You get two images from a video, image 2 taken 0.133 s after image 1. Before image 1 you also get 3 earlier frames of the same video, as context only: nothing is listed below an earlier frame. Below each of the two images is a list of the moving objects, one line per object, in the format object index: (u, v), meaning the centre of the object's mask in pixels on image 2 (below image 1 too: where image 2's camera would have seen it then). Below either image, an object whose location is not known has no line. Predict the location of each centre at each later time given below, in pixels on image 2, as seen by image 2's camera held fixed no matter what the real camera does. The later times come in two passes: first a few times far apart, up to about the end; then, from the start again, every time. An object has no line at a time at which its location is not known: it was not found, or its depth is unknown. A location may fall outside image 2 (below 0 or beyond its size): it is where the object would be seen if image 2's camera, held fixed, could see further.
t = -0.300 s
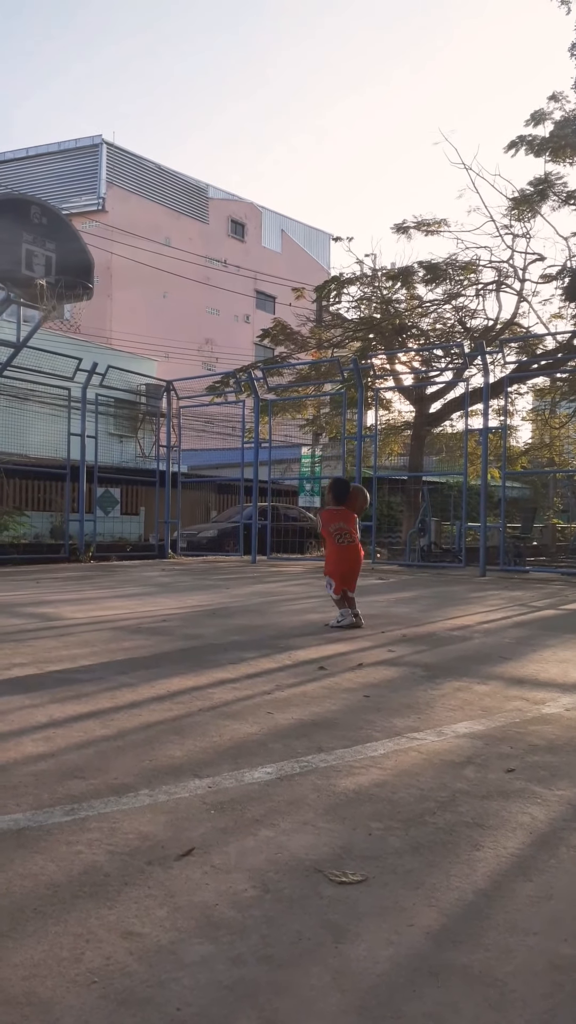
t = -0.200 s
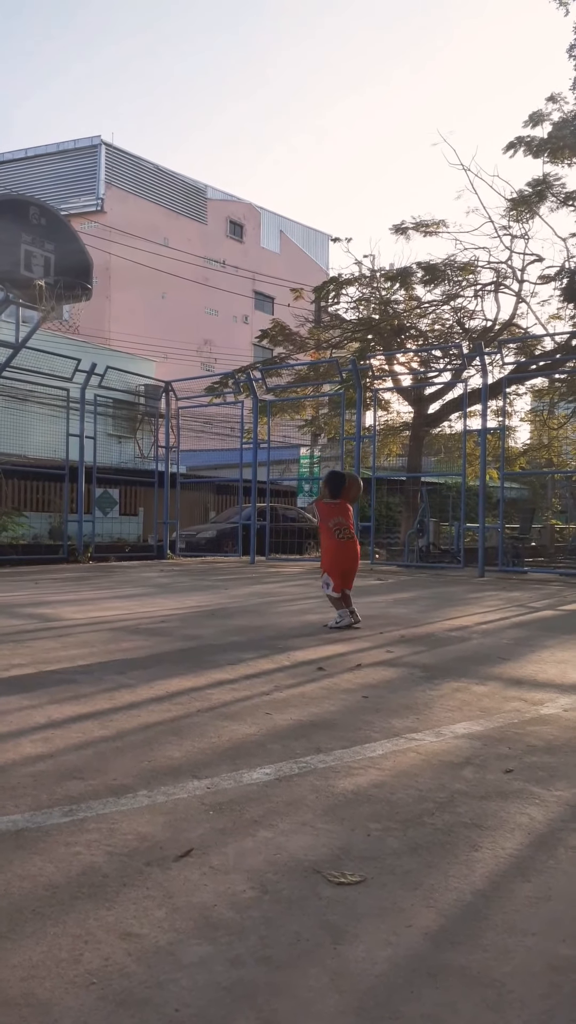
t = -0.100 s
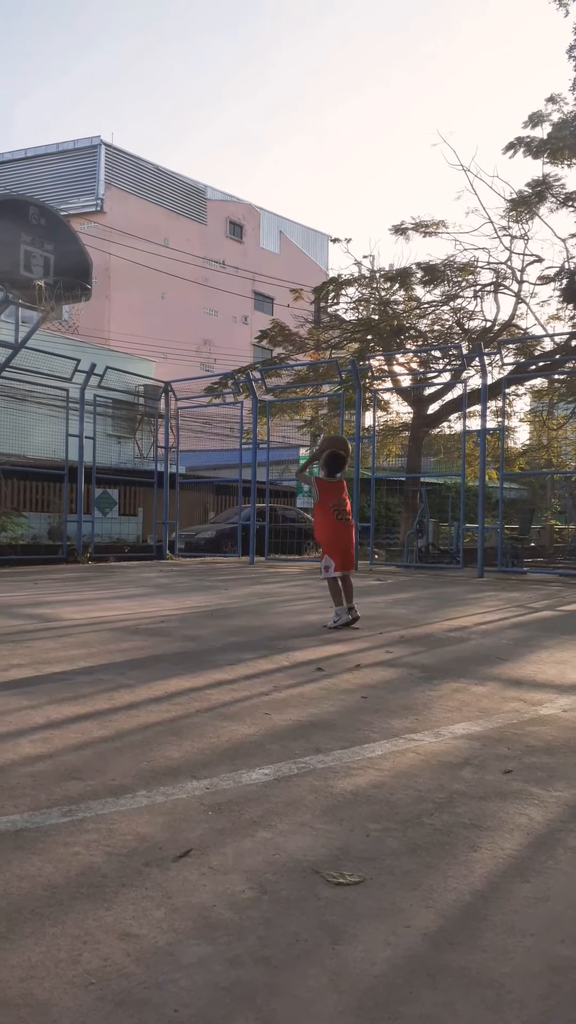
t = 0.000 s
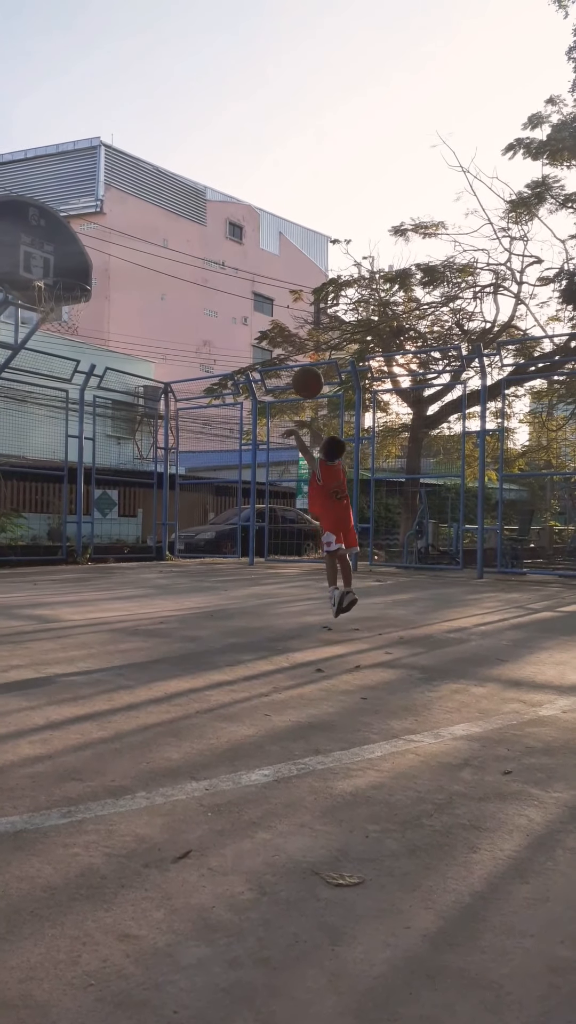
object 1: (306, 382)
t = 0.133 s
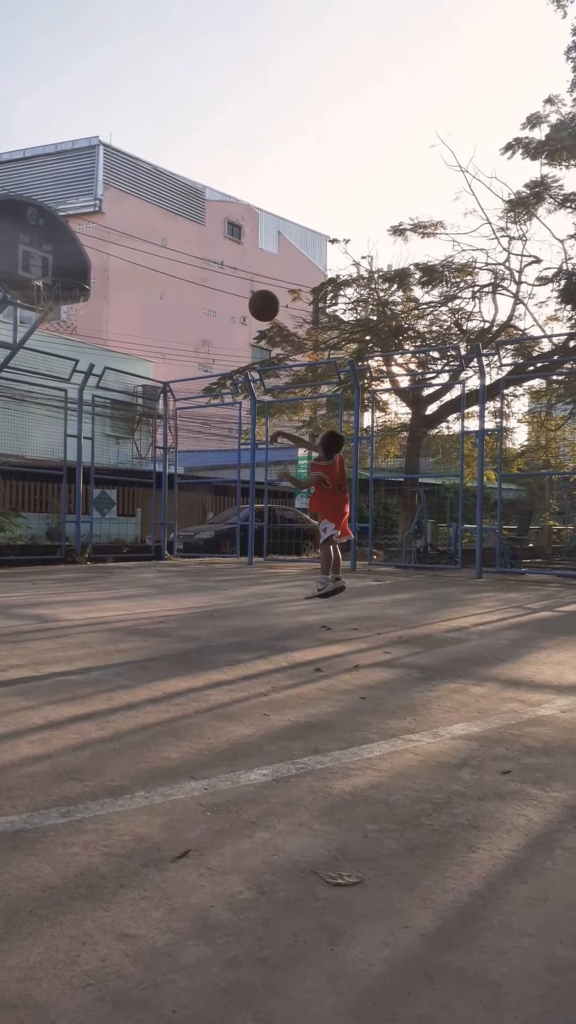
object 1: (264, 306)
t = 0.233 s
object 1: (233, 266)
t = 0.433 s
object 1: (175, 230)
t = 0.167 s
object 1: (254, 291)
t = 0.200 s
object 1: (243, 278)
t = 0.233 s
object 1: (233, 266)
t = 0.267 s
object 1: (223, 257)
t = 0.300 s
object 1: (213, 248)
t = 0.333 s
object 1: (204, 242)
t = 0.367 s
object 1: (194, 236)
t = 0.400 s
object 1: (185, 233)
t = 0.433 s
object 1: (175, 230)
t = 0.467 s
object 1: (166, 229)
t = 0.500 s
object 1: (157, 229)
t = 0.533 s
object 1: (148, 230)
